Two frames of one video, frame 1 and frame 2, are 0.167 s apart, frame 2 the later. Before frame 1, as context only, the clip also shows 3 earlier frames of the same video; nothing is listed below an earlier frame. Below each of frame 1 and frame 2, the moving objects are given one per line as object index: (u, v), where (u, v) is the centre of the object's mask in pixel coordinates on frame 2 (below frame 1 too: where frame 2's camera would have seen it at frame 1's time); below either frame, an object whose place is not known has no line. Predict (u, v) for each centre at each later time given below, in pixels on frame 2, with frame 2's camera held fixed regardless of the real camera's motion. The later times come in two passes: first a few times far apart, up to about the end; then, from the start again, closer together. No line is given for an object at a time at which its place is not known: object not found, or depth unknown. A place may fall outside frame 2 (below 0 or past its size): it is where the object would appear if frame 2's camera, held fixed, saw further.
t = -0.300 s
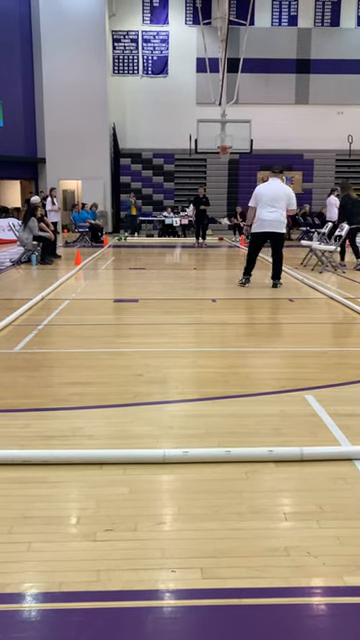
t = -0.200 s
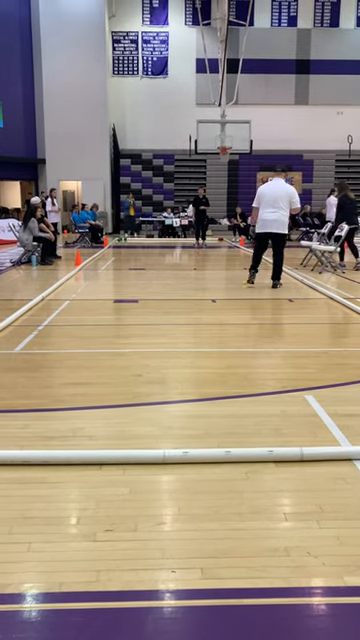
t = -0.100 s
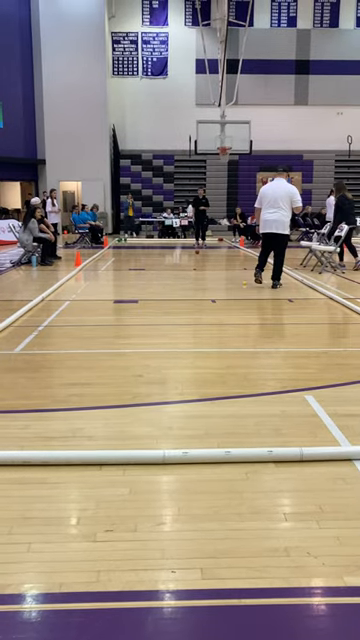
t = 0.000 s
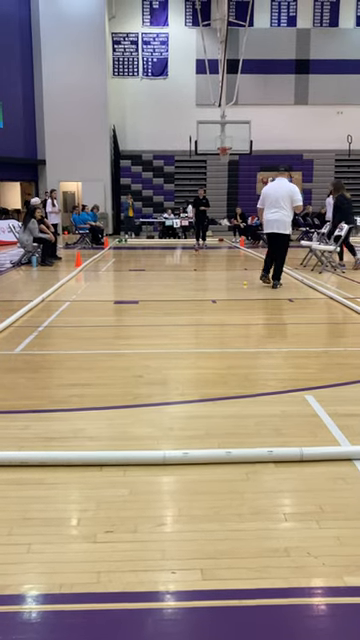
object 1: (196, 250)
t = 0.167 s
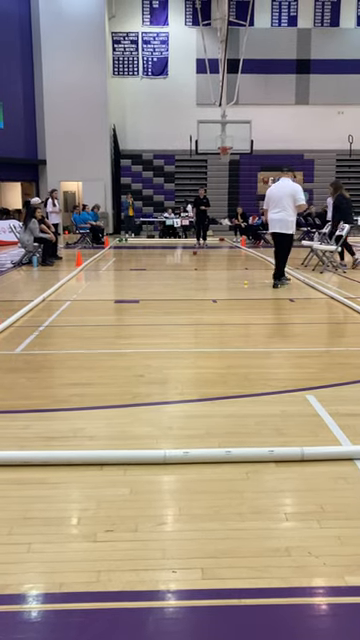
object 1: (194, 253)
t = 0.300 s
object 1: (191, 252)
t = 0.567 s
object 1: (189, 254)
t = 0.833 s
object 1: (185, 256)
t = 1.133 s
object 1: (181, 259)
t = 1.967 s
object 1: (171, 265)
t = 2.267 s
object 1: (167, 267)
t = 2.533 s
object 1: (165, 269)
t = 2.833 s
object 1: (162, 271)
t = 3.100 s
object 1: (160, 274)
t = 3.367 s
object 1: (158, 276)
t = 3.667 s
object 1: (156, 278)
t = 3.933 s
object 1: (153, 281)
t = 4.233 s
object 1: (151, 284)
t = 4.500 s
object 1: (149, 286)
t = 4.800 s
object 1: (148, 289)
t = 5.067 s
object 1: (146, 292)
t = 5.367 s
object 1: (144, 295)
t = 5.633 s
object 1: (143, 298)
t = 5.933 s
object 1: (141, 301)
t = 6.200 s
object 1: (139, 305)
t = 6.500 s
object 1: (136, 308)
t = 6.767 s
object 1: (134, 312)
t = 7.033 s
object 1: (132, 316)
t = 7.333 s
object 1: (129, 320)
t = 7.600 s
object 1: (125, 324)
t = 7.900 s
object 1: (121, 328)
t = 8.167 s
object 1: (118, 332)
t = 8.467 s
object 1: (113, 336)
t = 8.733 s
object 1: (108, 341)
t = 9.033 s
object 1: (103, 345)
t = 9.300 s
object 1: (98, 348)
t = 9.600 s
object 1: (93, 352)
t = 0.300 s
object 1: (191, 252)
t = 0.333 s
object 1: (191, 251)
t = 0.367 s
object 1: (191, 252)
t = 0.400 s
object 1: (191, 253)
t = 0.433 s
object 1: (191, 254)
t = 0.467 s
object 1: (191, 256)
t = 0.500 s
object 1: (190, 256)
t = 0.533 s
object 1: (189, 254)
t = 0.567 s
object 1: (189, 254)
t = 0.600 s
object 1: (189, 253)
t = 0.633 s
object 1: (188, 254)
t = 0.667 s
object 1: (187, 255)
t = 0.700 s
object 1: (186, 256)
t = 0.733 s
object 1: (186, 257)
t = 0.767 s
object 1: (185, 256)
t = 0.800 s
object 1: (185, 256)
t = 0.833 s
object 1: (185, 256)
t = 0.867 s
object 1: (185, 256)
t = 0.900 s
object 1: (183, 257)
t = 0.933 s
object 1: (183, 258)
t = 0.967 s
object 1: (183, 258)
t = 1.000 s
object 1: (182, 257)
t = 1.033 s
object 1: (182, 257)
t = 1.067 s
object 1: (182, 257)
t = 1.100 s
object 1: (181, 258)
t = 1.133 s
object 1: (181, 259)
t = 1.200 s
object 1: (180, 258)
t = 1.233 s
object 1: (179, 258)
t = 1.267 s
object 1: (179, 258)
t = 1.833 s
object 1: (172, 264)
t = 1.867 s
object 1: (172, 264)
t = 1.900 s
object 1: (171, 264)
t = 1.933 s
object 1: (171, 265)
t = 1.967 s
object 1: (171, 265)
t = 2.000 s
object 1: (170, 265)
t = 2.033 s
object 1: (170, 265)
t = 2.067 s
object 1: (169, 265)
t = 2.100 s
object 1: (169, 266)
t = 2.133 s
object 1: (168, 266)
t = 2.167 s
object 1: (168, 266)
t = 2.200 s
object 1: (168, 266)
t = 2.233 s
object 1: (167, 267)
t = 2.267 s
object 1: (167, 267)
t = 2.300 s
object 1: (167, 267)
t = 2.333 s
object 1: (166, 268)
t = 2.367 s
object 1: (166, 268)
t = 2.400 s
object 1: (166, 268)
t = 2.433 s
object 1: (165, 268)
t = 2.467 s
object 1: (165, 269)
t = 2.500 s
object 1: (165, 269)
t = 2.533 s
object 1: (165, 269)
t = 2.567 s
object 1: (164, 269)
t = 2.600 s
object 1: (164, 270)
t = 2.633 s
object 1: (163, 270)
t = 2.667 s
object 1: (163, 270)
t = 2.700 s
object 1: (163, 270)
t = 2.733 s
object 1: (162, 271)
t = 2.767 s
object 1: (162, 271)
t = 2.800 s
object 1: (162, 271)
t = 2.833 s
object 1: (162, 271)
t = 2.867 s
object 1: (161, 272)
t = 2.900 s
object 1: (161, 272)
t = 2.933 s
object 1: (161, 272)
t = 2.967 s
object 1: (161, 272)
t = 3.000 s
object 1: (160, 273)
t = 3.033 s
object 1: (160, 273)
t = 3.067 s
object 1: (160, 273)
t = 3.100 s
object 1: (160, 274)
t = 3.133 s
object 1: (159, 274)
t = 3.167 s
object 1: (159, 274)
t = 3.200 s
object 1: (159, 274)
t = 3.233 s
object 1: (159, 275)
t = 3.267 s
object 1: (158, 275)
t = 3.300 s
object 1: (158, 275)
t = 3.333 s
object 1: (158, 275)
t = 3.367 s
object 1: (158, 276)
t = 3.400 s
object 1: (157, 276)
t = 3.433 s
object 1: (157, 276)
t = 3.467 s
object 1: (157, 276)
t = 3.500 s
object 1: (157, 277)
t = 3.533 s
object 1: (157, 277)
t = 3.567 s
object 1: (156, 277)
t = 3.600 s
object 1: (156, 278)
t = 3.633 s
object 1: (156, 278)
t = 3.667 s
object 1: (156, 278)
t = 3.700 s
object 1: (155, 278)
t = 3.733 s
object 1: (155, 279)
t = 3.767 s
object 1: (155, 280)
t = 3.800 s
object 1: (154, 280)
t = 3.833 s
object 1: (154, 280)
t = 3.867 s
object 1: (154, 280)
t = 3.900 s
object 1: (153, 281)
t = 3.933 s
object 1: (153, 281)
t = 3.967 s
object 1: (153, 281)
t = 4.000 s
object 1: (153, 282)
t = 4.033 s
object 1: (152, 282)
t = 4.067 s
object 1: (152, 282)
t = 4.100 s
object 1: (152, 282)
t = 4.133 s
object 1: (152, 283)
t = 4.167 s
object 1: (151, 283)
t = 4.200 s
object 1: (151, 283)
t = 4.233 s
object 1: (151, 284)
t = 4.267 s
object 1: (151, 284)
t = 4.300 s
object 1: (150, 284)
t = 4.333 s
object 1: (151, 285)
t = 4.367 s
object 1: (150, 285)
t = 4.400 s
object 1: (150, 285)
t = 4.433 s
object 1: (150, 286)
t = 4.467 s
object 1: (149, 286)
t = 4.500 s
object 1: (149, 286)
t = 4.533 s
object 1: (149, 286)
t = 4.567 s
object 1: (149, 287)
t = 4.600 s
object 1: (149, 287)
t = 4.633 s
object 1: (149, 288)
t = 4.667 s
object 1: (148, 288)
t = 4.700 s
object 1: (148, 288)
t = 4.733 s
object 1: (148, 288)
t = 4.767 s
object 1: (148, 289)
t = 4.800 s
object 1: (148, 289)
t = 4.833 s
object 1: (147, 290)
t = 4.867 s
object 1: (147, 290)
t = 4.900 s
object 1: (147, 291)
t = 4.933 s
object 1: (147, 291)
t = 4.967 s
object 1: (147, 291)
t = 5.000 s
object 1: (147, 291)
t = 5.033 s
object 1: (146, 291)
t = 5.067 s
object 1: (146, 292)
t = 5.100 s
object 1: (146, 292)
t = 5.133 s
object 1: (146, 293)
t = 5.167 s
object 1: (146, 293)
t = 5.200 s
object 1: (145, 294)
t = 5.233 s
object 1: (145, 294)
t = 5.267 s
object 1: (145, 294)
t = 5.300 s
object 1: (145, 295)
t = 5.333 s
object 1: (145, 295)
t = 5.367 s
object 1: (144, 295)
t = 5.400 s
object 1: (144, 296)
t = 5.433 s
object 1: (144, 296)
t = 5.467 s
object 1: (144, 296)
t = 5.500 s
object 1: (144, 297)
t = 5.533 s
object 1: (143, 297)
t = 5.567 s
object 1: (143, 297)
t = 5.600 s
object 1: (143, 298)
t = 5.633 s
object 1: (143, 298)
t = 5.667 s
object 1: (143, 298)
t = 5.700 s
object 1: (142, 299)
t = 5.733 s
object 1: (142, 299)
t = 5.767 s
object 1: (142, 300)
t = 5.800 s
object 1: (142, 300)
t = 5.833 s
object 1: (142, 301)
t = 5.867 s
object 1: (141, 301)
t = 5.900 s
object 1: (141, 301)
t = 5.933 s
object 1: (141, 301)
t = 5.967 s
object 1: (140, 302)
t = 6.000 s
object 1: (140, 302)
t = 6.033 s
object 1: (140, 302)
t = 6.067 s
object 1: (140, 303)
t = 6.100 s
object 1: (140, 303)
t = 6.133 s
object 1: (140, 304)
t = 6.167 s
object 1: (139, 305)
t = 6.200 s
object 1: (139, 305)
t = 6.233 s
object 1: (139, 305)
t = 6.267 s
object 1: (138, 305)
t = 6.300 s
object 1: (138, 306)
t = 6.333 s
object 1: (138, 307)
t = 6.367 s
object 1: (138, 307)
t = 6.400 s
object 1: (138, 307)
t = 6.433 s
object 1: (137, 308)
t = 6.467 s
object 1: (137, 308)
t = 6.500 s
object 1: (136, 308)
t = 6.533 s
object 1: (136, 309)
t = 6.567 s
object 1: (136, 309)
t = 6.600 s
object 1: (136, 310)
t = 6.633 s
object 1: (135, 311)
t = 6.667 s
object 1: (135, 311)
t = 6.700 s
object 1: (135, 311)
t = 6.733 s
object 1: (135, 312)
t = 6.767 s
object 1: (134, 312)
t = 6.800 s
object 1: (134, 313)
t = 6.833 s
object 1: (134, 313)
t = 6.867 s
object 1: (133, 313)
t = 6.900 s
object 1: (133, 314)
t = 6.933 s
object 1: (133, 314)
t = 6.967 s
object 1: (133, 315)
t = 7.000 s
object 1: (132, 315)
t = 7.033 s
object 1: (132, 316)
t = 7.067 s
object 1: (131, 316)
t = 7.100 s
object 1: (131, 317)
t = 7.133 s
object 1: (131, 317)
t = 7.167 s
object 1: (130, 318)
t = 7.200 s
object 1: (130, 318)
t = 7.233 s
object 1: (130, 319)
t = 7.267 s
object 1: (129, 319)
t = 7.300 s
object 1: (129, 319)
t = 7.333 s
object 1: (129, 320)
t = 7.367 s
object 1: (128, 320)
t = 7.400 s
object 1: (128, 321)
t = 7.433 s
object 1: (127, 321)
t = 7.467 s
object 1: (127, 322)
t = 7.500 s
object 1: (126, 322)
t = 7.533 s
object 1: (126, 323)
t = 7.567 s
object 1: (126, 323)
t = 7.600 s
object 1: (125, 324)
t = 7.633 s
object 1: (125, 324)
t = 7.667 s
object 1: (125, 325)
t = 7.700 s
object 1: (124, 326)
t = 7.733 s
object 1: (124, 326)
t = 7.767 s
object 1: (123, 326)
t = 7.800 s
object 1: (123, 327)
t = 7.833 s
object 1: (122, 327)
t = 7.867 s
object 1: (122, 327)
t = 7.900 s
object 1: (121, 328)
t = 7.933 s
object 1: (121, 329)
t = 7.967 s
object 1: (120, 329)
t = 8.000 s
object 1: (120, 329)
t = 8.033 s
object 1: (119, 330)
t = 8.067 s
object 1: (119, 330)
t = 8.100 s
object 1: (118, 331)
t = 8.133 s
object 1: (118, 331)
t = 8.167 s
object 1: (118, 332)
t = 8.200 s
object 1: (117, 333)
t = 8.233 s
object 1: (117, 333)
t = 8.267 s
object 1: (116, 333)
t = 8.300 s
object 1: (116, 334)
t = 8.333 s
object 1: (115, 334)
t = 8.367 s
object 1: (114, 335)
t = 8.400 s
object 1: (114, 335)
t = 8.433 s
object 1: (113, 336)
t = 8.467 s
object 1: (113, 336)
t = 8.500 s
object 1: (112, 337)
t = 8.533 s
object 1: (111, 338)
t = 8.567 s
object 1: (111, 338)
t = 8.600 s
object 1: (111, 339)
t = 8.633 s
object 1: (110, 339)
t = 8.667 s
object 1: (109, 340)
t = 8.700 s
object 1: (109, 340)
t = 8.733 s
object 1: (108, 341)
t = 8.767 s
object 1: (108, 341)
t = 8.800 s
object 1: (107, 342)
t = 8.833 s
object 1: (107, 342)
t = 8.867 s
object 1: (106, 343)
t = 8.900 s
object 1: (106, 343)
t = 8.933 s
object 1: (105, 343)
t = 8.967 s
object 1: (104, 344)
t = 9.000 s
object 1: (104, 345)
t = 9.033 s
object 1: (103, 345)
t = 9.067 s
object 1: (102, 345)
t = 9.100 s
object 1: (102, 346)
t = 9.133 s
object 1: (101, 346)
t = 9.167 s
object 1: (101, 346)
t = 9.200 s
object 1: (100, 347)
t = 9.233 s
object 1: (99, 348)
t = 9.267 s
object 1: (99, 348)
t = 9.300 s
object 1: (98, 348)
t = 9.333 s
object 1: (98, 348)
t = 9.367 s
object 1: (97, 349)
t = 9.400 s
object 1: (97, 349)
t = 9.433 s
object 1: (96, 350)
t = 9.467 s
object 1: (96, 351)
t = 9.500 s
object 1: (95, 351)
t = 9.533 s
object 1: (94, 351)
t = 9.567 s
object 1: (94, 352)
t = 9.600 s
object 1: (93, 352)
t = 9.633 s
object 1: (92, 352)
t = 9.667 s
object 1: (92, 353)
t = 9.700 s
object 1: (91, 353)
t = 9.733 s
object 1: (90, 353)
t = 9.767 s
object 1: (90, 354)
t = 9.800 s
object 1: (89, 354)
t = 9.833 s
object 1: (88, 354)
